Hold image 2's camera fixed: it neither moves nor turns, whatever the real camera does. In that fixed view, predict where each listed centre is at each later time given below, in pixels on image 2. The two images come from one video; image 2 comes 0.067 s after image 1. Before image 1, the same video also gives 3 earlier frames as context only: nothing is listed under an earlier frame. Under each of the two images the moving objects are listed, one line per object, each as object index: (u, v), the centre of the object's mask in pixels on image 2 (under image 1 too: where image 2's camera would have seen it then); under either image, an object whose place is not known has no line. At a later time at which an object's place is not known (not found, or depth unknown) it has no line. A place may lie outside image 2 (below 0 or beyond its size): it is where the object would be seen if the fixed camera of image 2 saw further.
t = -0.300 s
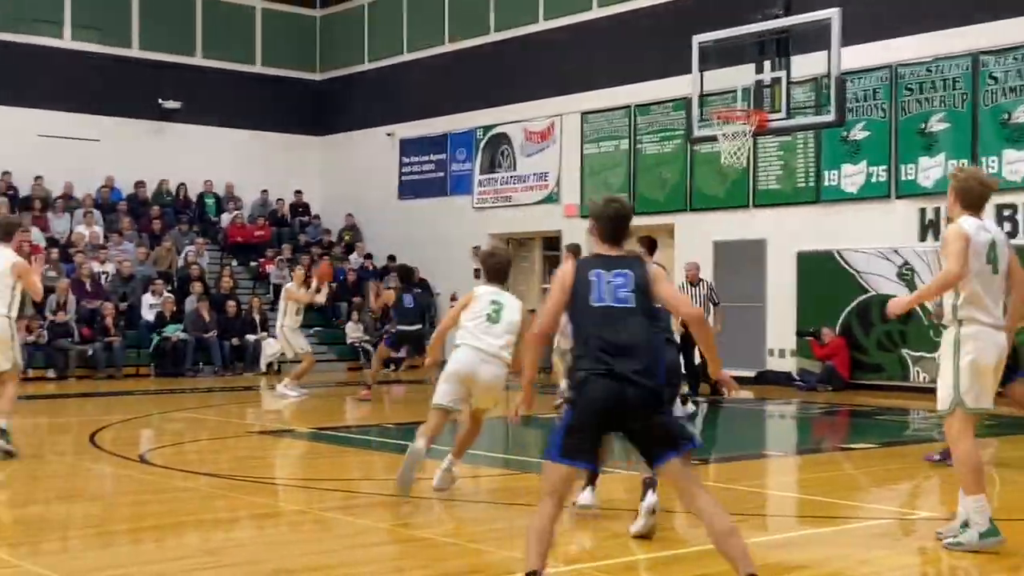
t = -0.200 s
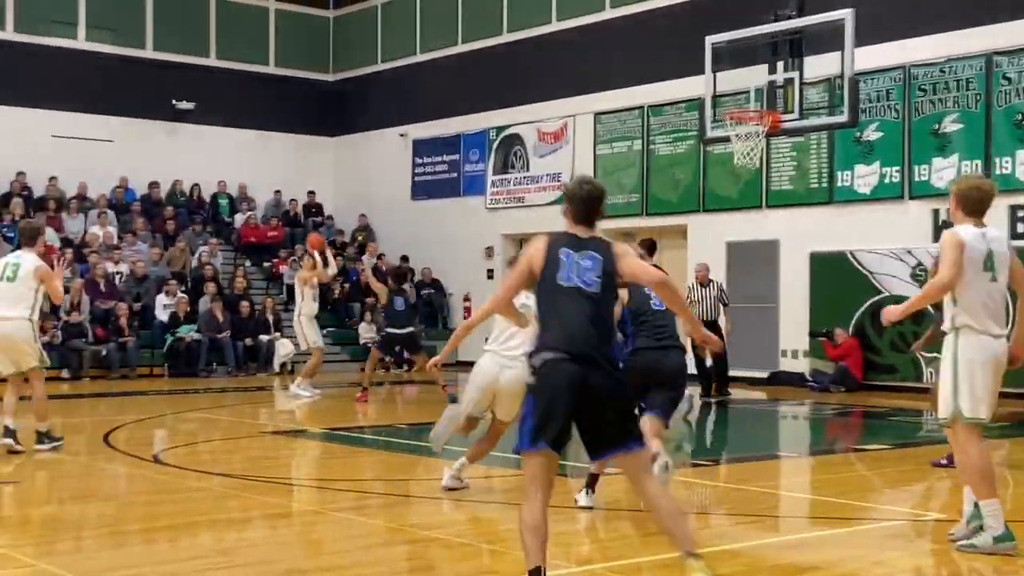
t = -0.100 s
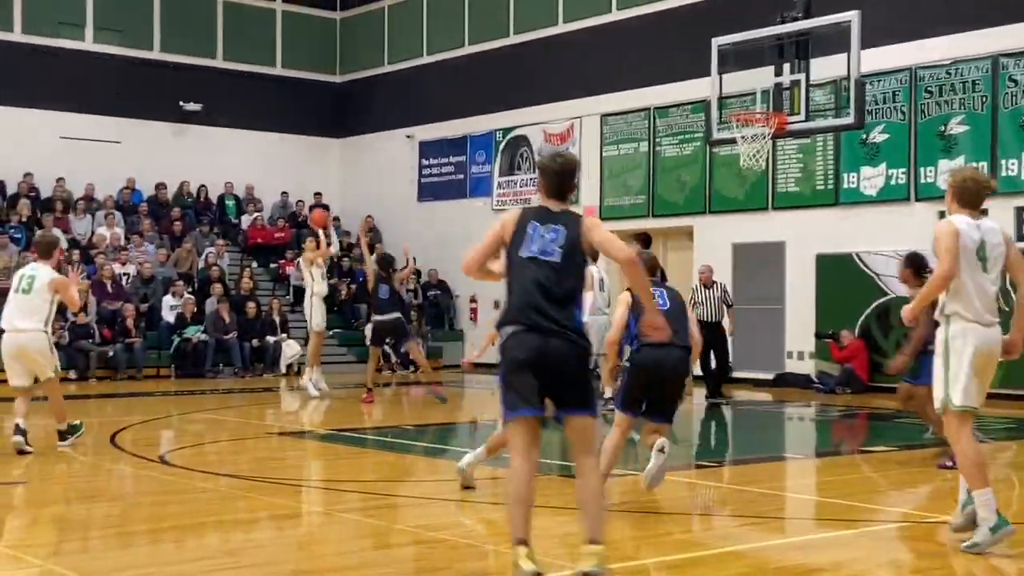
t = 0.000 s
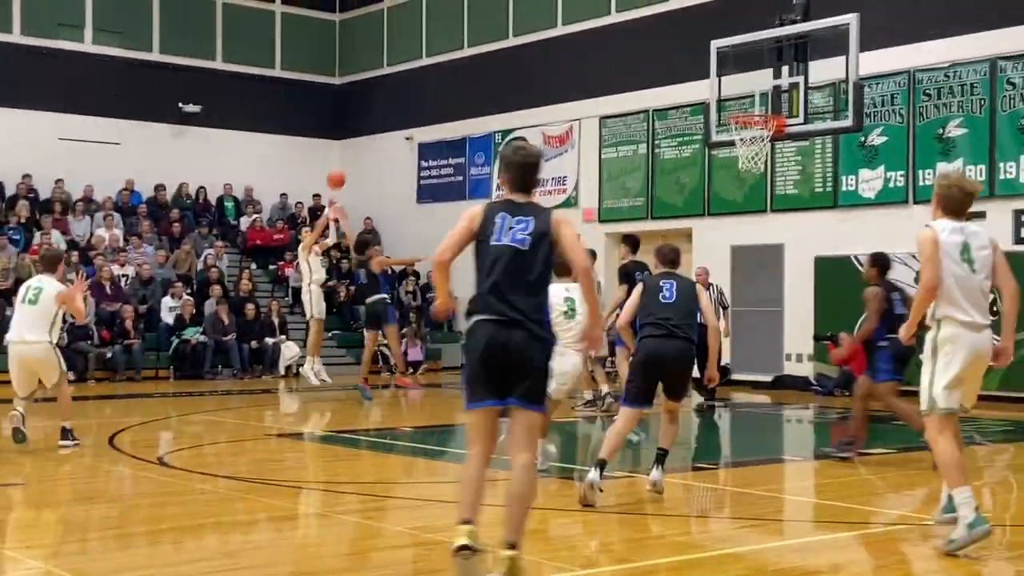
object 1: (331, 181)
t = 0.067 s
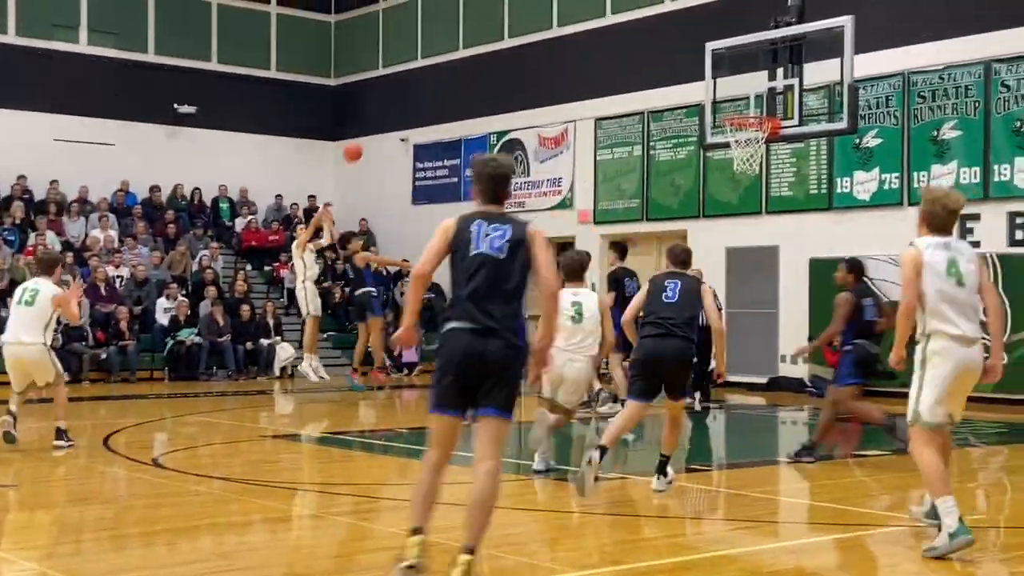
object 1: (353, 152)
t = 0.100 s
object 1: (364, 138)
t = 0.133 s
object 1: (375, 125)
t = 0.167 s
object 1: (386, 114)
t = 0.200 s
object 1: (397, 103)
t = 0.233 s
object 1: (408, 92)
